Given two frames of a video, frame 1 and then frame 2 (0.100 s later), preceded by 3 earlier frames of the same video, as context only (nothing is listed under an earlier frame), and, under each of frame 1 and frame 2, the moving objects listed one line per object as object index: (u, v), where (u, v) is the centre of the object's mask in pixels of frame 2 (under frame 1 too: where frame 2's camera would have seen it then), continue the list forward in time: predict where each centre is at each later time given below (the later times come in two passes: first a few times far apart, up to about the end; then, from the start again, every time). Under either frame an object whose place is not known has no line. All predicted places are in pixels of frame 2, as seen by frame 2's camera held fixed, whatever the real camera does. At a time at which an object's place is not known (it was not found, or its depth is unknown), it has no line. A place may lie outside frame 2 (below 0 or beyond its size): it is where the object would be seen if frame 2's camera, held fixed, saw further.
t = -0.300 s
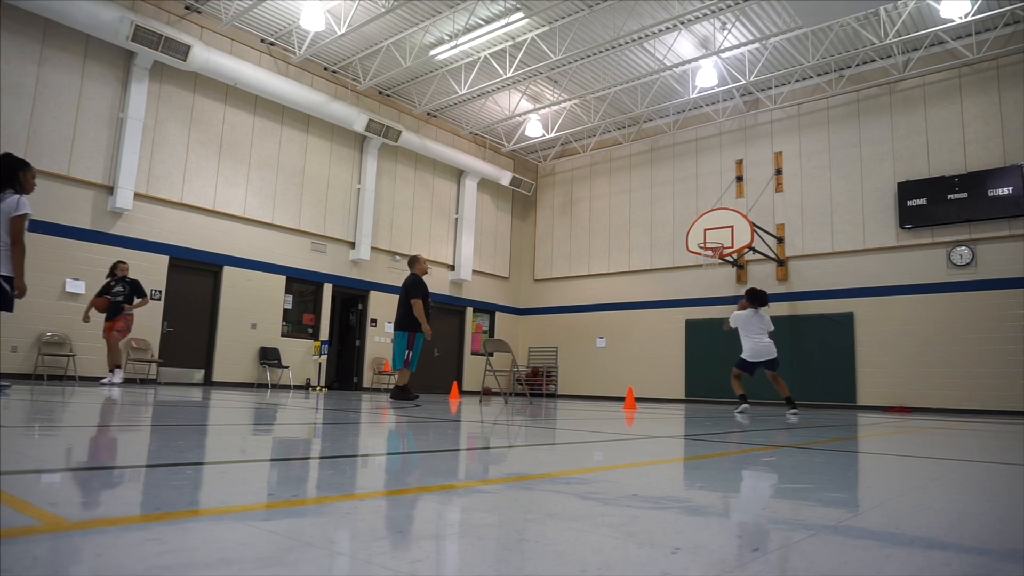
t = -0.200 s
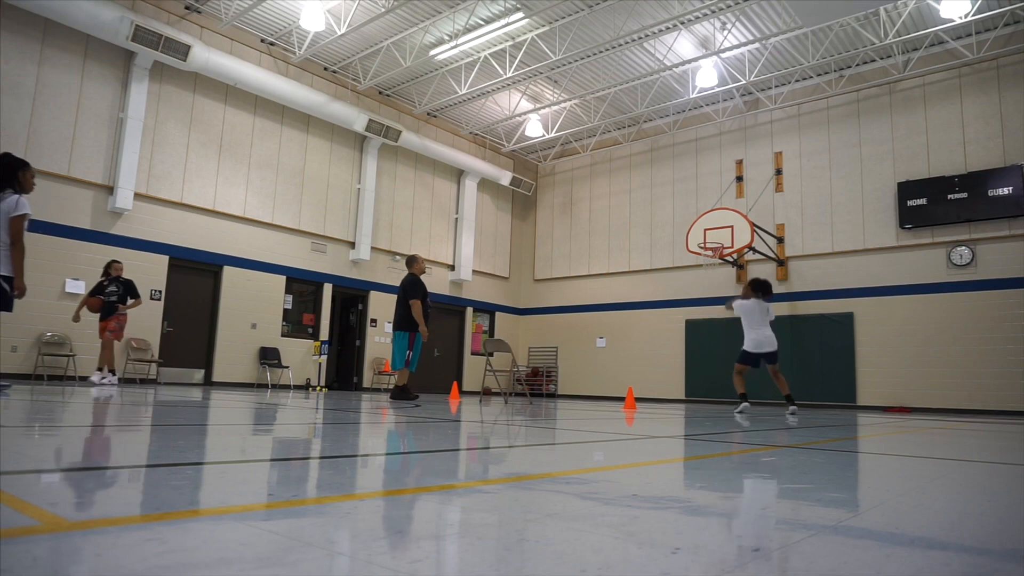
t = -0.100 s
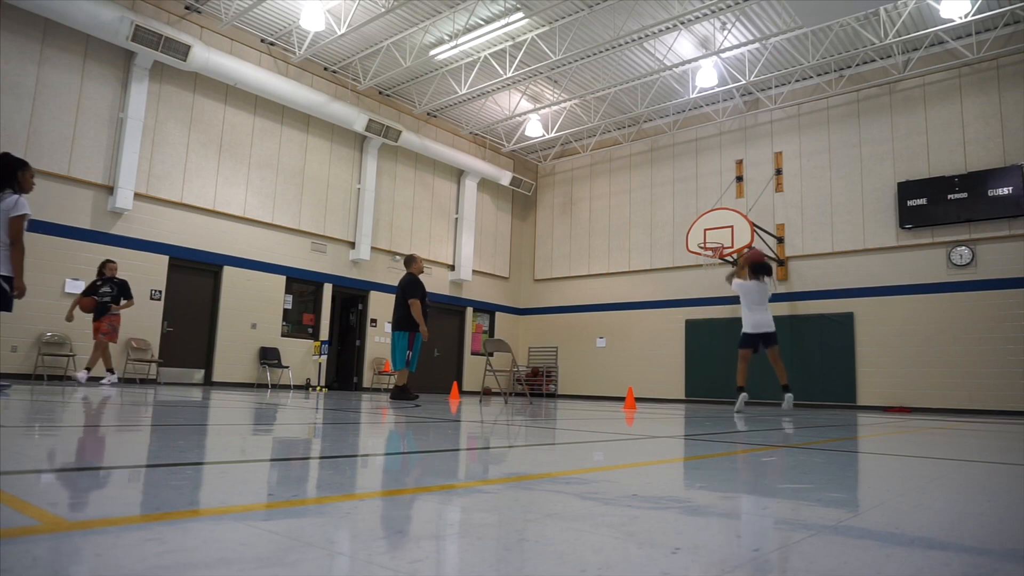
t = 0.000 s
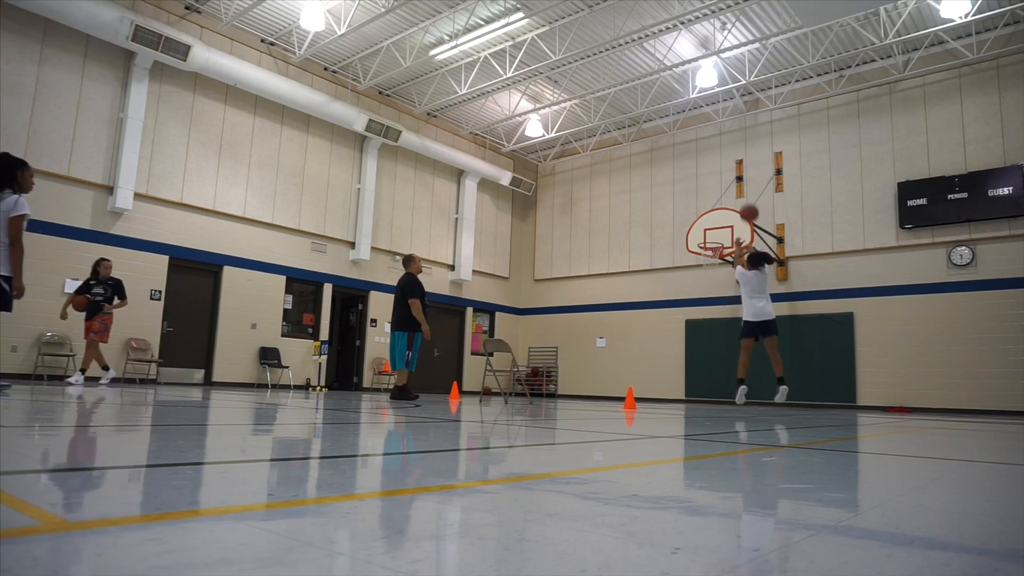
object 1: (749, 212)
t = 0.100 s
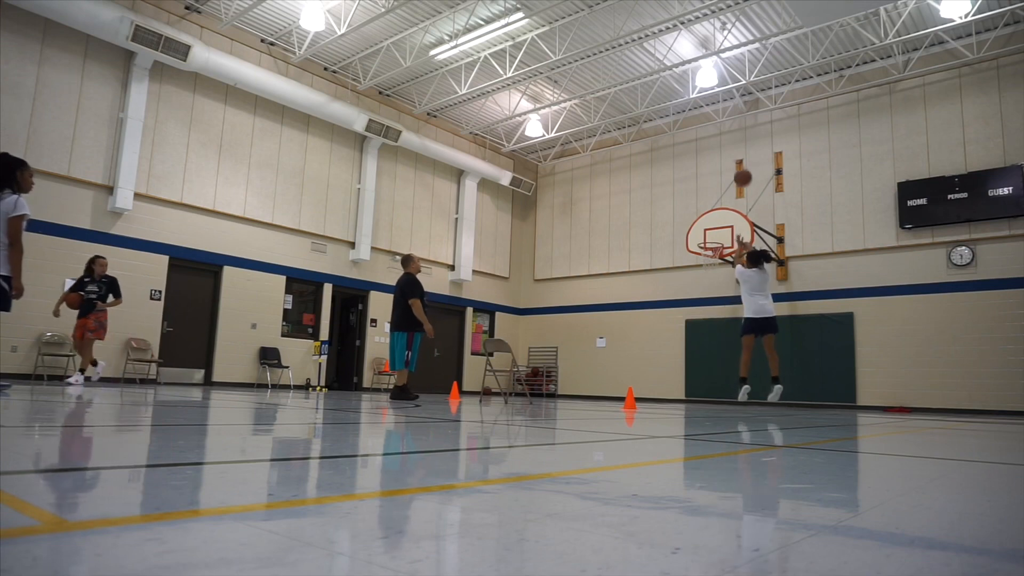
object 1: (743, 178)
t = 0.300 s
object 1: (732, 138)
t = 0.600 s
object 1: (720, 133)
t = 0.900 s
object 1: (712, 176)
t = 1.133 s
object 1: (706, 236)
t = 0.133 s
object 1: (741, 168)
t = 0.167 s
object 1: (739, 160)
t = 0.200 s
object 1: (737, 153)
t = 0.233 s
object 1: (735, 147)
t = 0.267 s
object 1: (734, 142)
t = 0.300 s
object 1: (732, 138)
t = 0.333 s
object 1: (731, 134)
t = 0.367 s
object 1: (729, 131)
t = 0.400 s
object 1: (728, 130)
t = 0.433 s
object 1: (726, 129)
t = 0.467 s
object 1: (725, 129)
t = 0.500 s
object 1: (724, 129)
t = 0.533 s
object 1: (723, 130)
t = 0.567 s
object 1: (721, 131)
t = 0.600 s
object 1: (720, 133)
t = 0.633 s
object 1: (719, 136)
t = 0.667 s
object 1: (718, 139)
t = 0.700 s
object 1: (717, 143)
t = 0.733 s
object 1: (716, 147)
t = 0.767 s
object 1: (715, 152)
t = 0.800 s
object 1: (714, 157)
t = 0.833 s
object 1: (713, 163)
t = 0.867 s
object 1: (713, 170)
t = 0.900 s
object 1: (712, 176)
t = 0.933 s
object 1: (711, 184)
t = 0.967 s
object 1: (710, 191)
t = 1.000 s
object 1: (709, 199)
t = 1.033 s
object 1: (708, 208)
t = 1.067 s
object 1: (708, 216)
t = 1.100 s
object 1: (707, 226)
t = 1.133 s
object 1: (706, 236)
